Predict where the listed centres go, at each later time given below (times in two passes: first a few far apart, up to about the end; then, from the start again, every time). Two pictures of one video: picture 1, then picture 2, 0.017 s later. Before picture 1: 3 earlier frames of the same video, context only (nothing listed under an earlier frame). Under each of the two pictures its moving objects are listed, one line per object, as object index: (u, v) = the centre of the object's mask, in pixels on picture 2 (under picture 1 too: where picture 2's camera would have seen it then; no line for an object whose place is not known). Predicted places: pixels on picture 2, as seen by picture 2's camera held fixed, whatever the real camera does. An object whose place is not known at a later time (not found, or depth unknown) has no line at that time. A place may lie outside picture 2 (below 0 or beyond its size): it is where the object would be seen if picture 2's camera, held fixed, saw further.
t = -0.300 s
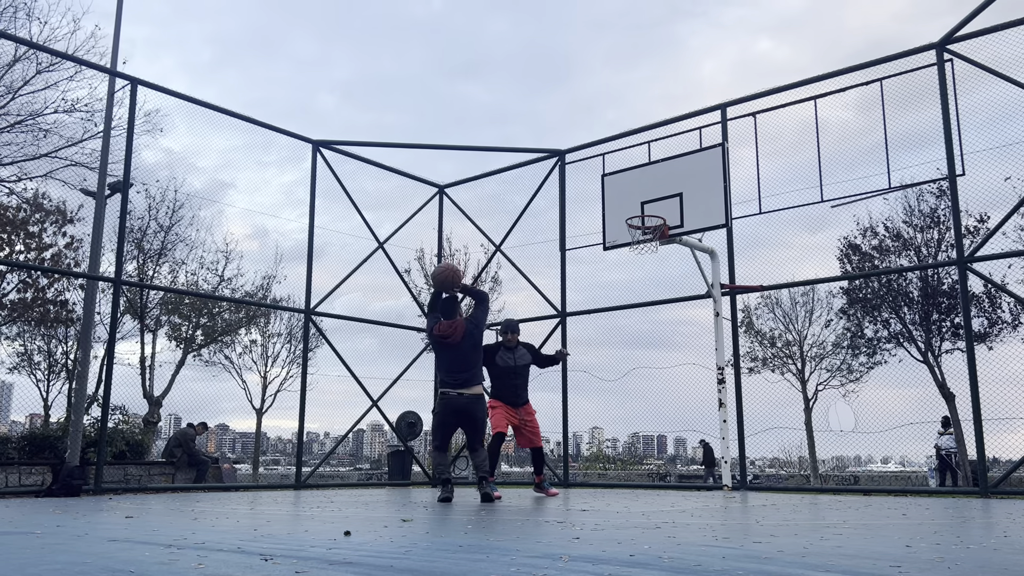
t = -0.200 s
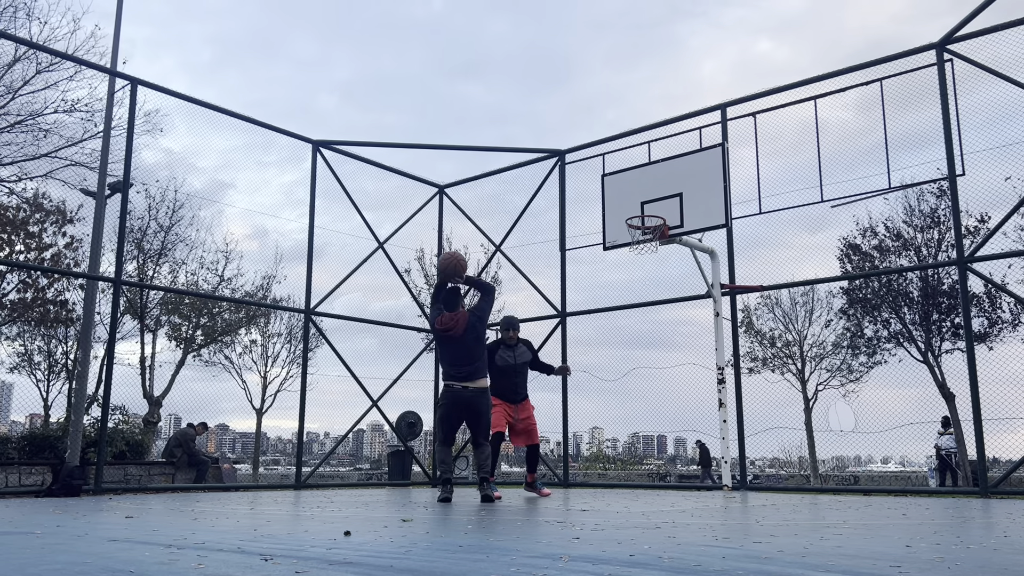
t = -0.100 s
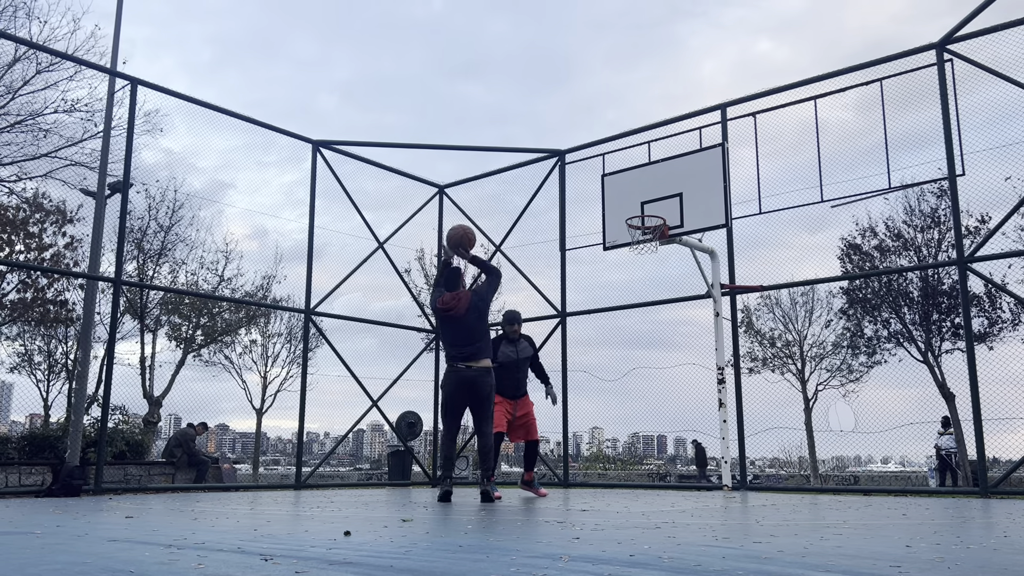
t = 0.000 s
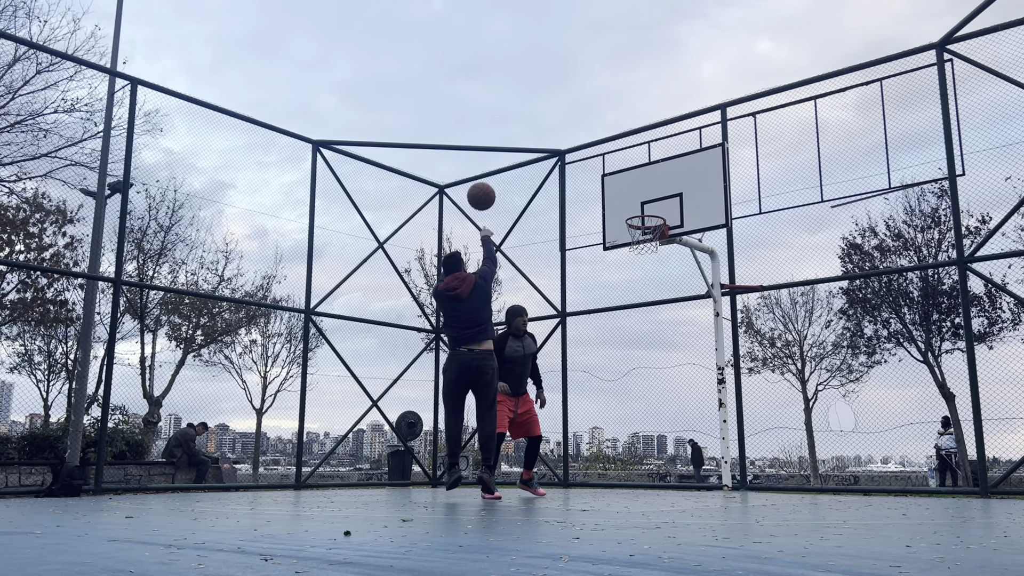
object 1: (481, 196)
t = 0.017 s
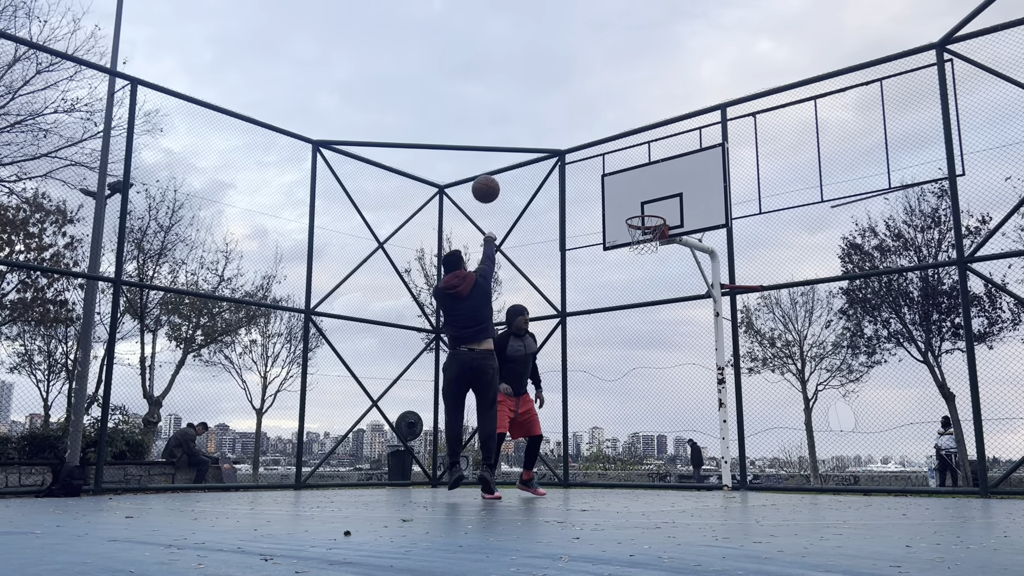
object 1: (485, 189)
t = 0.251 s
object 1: (539, 130)
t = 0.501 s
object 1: (583, 131)
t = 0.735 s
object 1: (616, 175)
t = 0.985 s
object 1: (649, 216)
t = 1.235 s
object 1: (683, 212)
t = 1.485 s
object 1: (709, 250)
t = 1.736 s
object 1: (740, 347)
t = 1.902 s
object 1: (764, 455)
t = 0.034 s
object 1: (490, 182)
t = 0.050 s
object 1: (494, 176)
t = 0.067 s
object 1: (498, 170)
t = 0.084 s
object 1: (502, 165)
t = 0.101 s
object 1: (506, 160)
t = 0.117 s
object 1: (510, 155)
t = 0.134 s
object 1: (514, 151)
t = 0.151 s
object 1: (518, 147)
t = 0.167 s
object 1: (521, 143)
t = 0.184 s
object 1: (525, 140)
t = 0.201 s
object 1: (529, 137)
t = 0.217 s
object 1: (532, 134)
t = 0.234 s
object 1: (536, 132)
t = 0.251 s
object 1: (539, 130)
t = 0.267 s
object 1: (542, 128)
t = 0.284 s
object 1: (545, 127)
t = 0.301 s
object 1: (548, 126)
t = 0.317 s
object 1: (552, 125)
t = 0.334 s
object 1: (555, 124)
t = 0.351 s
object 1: (558, 124)
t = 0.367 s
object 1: (560, 123)
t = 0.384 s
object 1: (563, 124)
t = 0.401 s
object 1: (566, 124)
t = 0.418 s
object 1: (569, 125)
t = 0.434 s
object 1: (572, 125)
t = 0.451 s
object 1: (575, 126)
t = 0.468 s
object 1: (577, 128)
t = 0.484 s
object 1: (580, 129)
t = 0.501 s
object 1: (583, 131)
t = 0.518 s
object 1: (585, 133)
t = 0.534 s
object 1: (588, 135)
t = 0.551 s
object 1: (590, 137)
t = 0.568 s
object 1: (593, 140)
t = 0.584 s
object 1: (595, 142)
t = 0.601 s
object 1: (598, 145)
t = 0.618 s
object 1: (600, 148)
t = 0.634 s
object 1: (603, 152)
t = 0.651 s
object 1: (605, 155)
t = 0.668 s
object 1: (607, 159)
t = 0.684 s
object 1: (610, 163)
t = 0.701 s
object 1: (612, 167)
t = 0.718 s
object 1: (614, 171)
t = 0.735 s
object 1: (616, 175)
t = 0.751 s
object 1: (618, 179)
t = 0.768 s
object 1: (621, 184)
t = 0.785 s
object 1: (623, 189)
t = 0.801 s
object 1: (625, 194)
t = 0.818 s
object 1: (627, 199)
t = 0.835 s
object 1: (629, 204)
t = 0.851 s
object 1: (631, 209)
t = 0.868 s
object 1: (633, 211)
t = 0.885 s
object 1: (634, 213)
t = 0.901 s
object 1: (637, 215)
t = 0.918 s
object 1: (638, 218)
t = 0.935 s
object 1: (640, 219)
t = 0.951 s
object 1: (643, 219)
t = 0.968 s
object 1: (646, 218)
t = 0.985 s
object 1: (649, 216)
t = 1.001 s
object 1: (652, 215)
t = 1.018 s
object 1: (655, 214)
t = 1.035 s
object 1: (659, 214)
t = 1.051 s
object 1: (662, 213)
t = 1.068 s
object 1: (665, 212)
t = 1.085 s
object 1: (668, 213)
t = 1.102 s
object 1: (672, 214)
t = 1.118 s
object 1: (673, 213)
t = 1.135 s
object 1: (674, 212)
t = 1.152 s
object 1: (676, 212)
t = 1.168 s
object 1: (677, 211)
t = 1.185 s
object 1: (679, 211)
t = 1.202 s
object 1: (680, 211)
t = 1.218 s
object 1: (682, 212)
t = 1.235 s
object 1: (683, 212)
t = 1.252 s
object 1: (685, 213)
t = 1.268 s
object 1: (687, 214)
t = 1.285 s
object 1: (688, 215)
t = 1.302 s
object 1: (690, 217)
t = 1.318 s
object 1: (692, 219)
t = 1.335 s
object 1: (693, 221)
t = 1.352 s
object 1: (695, 223)
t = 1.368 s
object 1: (697, 225)
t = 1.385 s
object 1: (699, 228)
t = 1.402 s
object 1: (700, 231)
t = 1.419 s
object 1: (702, 234)
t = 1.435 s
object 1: (704, 238)
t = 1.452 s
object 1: (706, 241)
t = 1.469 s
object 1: (707, 245)
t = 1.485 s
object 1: (709, 250)
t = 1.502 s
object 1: (712, 254)
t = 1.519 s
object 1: (713, 259)
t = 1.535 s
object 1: (715, 264)
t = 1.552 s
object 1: (717, 269)
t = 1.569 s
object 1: (719, 275)
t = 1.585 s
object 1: (721, 280)
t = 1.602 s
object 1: (723, 286)
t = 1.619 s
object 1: (725, 293)
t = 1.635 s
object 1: (727, 300)
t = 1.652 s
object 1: (729, 307)
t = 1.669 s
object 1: (731, 314)
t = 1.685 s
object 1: (733, 322)
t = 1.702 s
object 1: (736, 330)
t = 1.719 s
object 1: (738, 338)
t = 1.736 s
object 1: (740, 347)
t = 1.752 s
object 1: (742, 357)
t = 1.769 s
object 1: (744, 365)
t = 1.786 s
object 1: (747, 376)
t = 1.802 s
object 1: (749, 386)
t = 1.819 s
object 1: (752, 396)
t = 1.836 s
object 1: (754, 407)
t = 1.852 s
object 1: (756, 419)
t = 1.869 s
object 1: (759, 430)
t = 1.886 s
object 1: (762, 443)
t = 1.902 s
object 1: (764, 455)
